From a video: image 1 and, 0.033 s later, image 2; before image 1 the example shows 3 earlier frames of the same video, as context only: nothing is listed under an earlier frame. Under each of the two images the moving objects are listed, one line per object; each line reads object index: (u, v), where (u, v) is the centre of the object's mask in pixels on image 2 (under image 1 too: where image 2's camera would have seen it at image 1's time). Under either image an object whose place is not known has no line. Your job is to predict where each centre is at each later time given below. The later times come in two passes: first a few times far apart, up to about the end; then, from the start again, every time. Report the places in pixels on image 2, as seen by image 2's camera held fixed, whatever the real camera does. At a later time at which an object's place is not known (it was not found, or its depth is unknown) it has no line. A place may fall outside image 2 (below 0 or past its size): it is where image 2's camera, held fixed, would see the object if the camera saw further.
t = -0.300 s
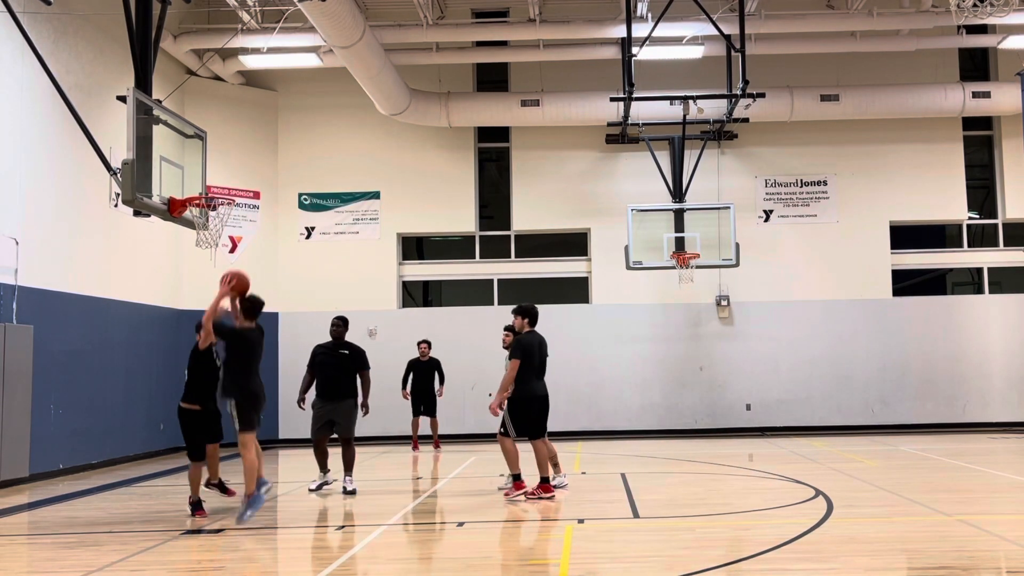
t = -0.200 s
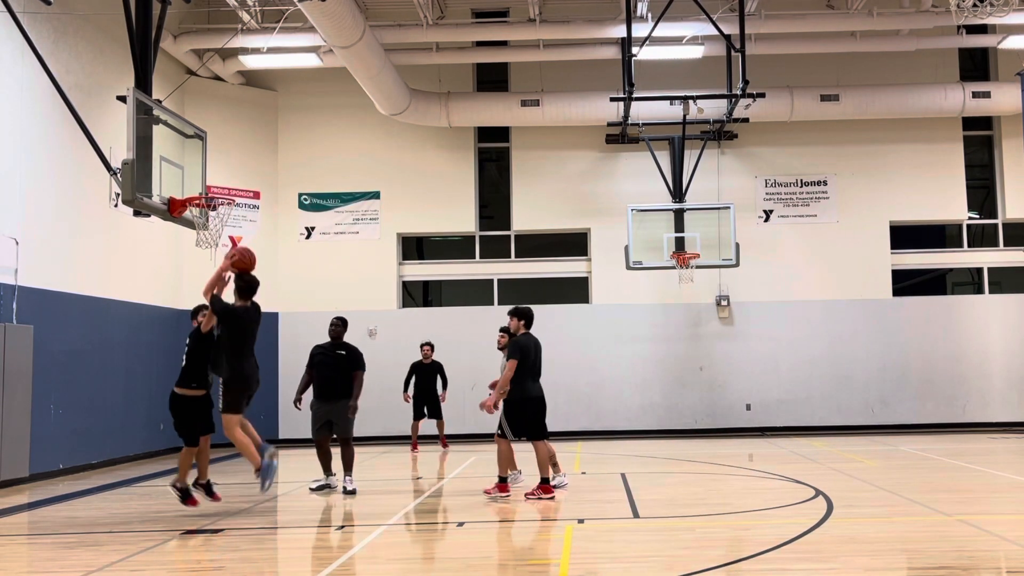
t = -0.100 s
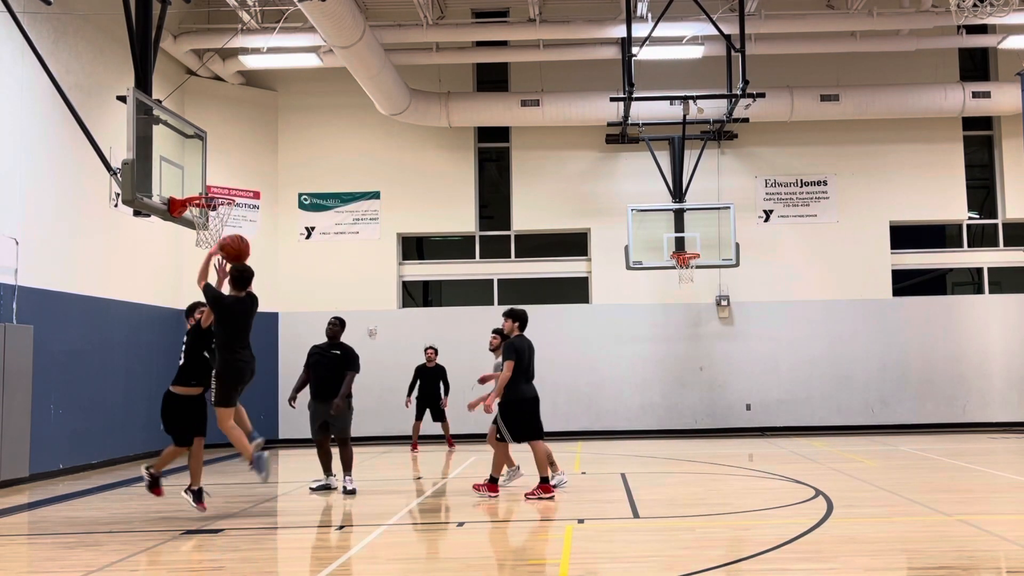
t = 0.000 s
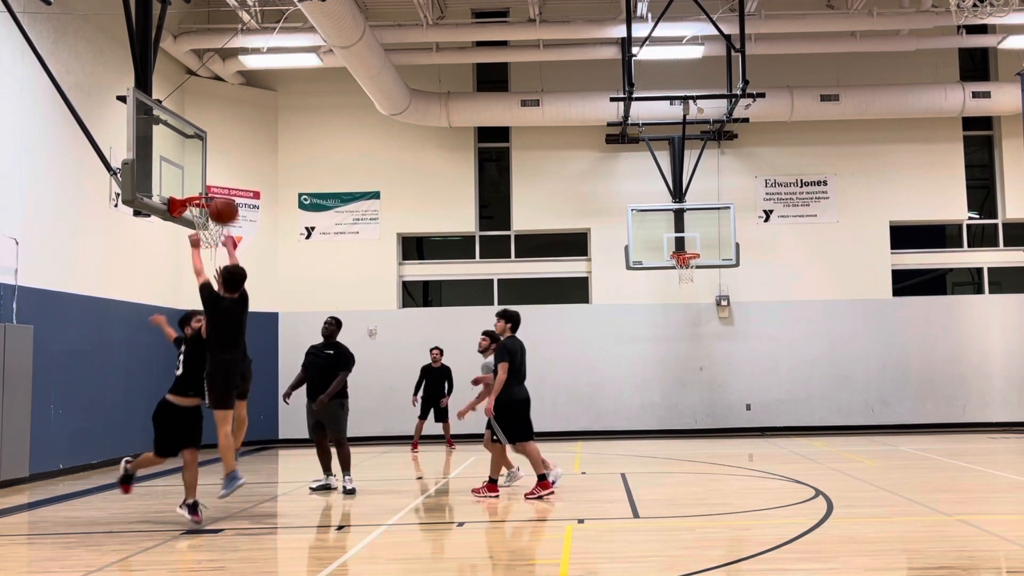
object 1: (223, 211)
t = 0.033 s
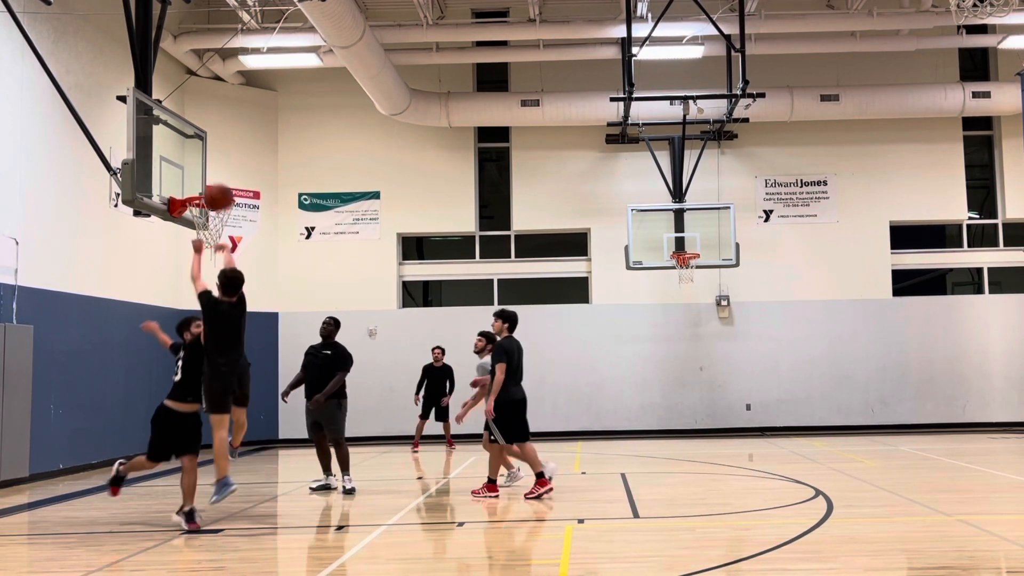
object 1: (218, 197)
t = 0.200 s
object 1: (195, 149)
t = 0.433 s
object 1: (167, 137)
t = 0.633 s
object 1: (187, 164)
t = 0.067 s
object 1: (213, 184)
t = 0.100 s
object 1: (209, 173)
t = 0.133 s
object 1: (204, 164)
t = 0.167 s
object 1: (199, 156)
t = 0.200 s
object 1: (195, 149)
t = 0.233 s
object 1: (191, 144)
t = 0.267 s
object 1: (187, 140)
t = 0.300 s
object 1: (182, 137)
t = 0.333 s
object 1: (179, 135)
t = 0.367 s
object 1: (174, 135)
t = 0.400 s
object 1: (170, 135)
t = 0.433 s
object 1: (167, 137)
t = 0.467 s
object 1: (164, 140)
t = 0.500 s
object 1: (160, 144)
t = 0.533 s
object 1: (164, 148)
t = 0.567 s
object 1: (171, 152)
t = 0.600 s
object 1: (179, 158)
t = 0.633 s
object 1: (187, 164)
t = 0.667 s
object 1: (194, 172)
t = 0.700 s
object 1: (201, 180)
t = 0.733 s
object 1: (208, 189)
